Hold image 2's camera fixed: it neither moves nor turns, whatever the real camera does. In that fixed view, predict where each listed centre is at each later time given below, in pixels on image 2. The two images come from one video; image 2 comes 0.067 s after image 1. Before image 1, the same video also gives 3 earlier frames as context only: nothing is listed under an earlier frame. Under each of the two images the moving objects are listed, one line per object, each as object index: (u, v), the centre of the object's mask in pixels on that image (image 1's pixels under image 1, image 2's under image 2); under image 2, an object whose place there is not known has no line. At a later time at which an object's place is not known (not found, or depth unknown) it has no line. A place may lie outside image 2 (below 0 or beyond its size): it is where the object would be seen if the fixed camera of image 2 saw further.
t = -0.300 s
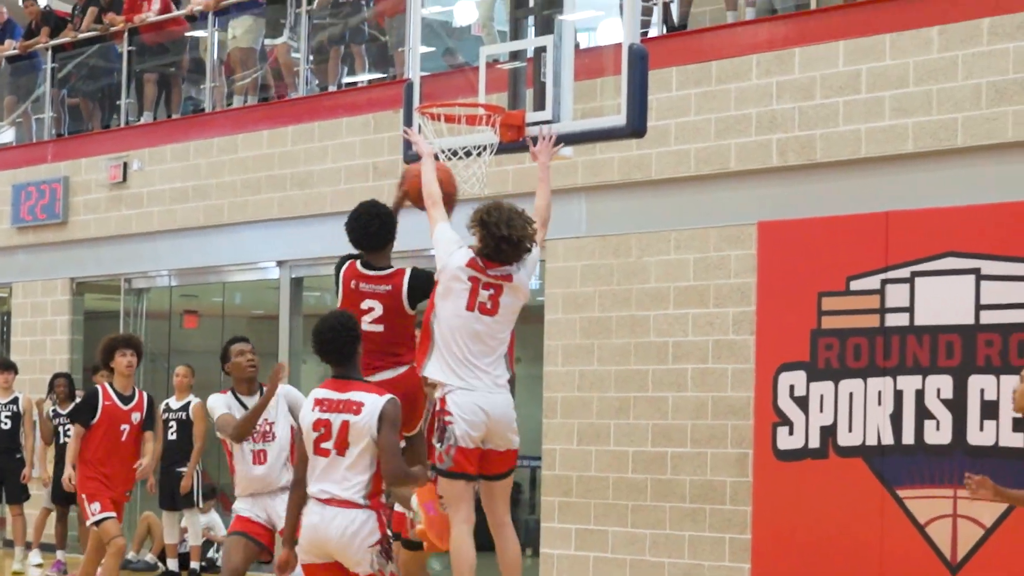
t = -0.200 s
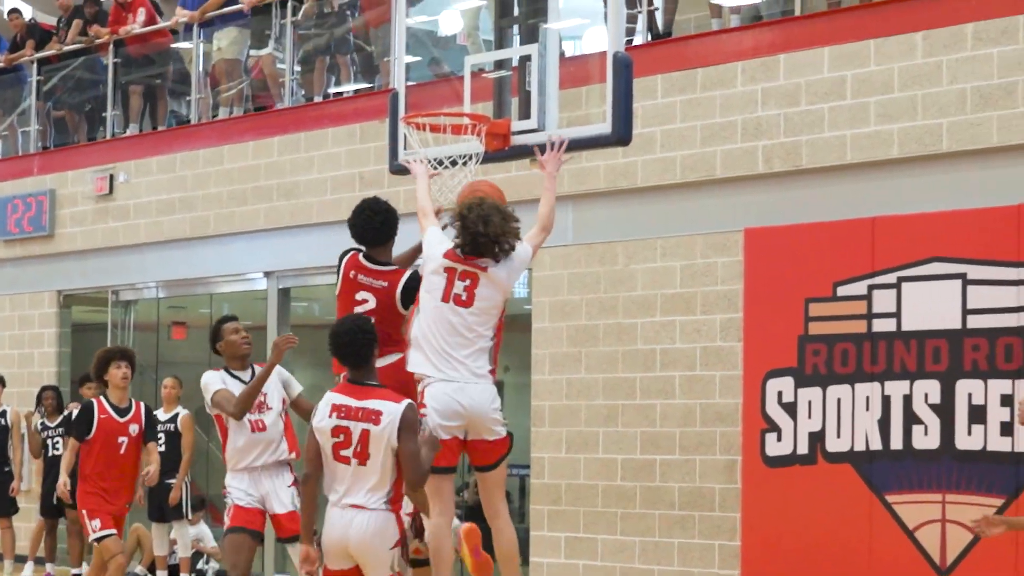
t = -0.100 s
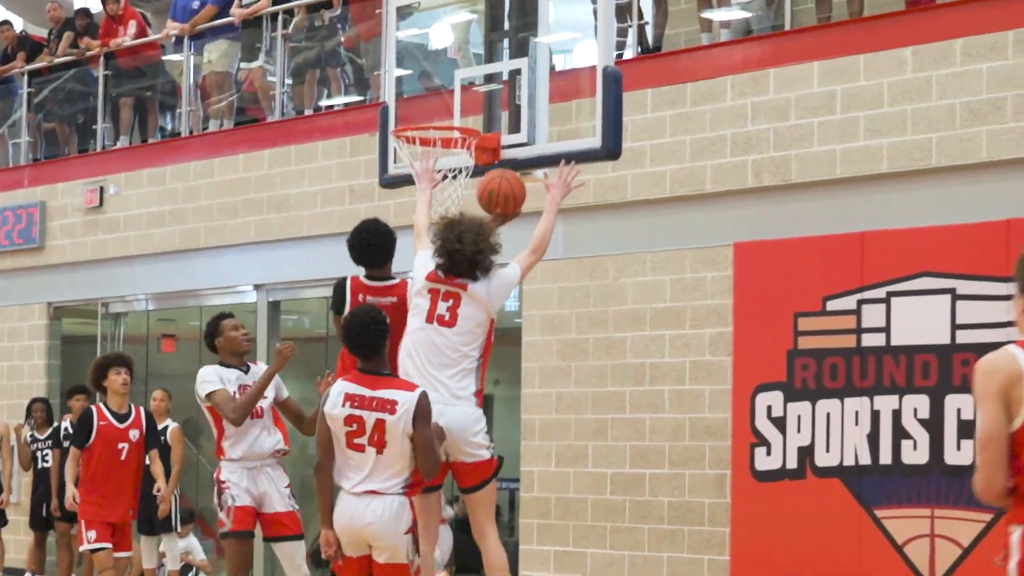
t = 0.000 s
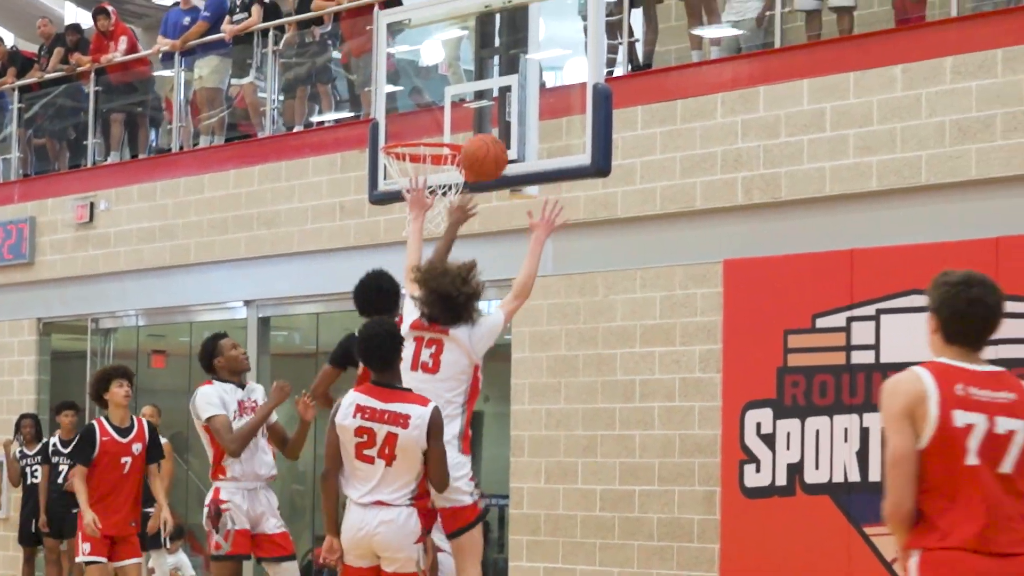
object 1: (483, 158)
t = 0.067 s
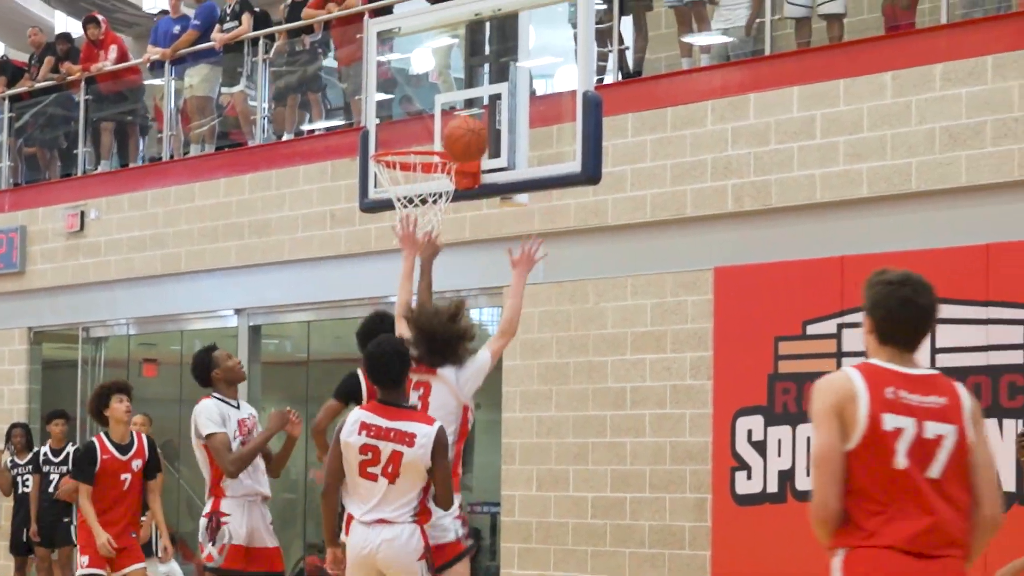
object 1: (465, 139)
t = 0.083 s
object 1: (463, 134)
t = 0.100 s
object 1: (461, 131)
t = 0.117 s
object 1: (459, 127)
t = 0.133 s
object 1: (456, 123)
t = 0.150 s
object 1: (454, 121)
